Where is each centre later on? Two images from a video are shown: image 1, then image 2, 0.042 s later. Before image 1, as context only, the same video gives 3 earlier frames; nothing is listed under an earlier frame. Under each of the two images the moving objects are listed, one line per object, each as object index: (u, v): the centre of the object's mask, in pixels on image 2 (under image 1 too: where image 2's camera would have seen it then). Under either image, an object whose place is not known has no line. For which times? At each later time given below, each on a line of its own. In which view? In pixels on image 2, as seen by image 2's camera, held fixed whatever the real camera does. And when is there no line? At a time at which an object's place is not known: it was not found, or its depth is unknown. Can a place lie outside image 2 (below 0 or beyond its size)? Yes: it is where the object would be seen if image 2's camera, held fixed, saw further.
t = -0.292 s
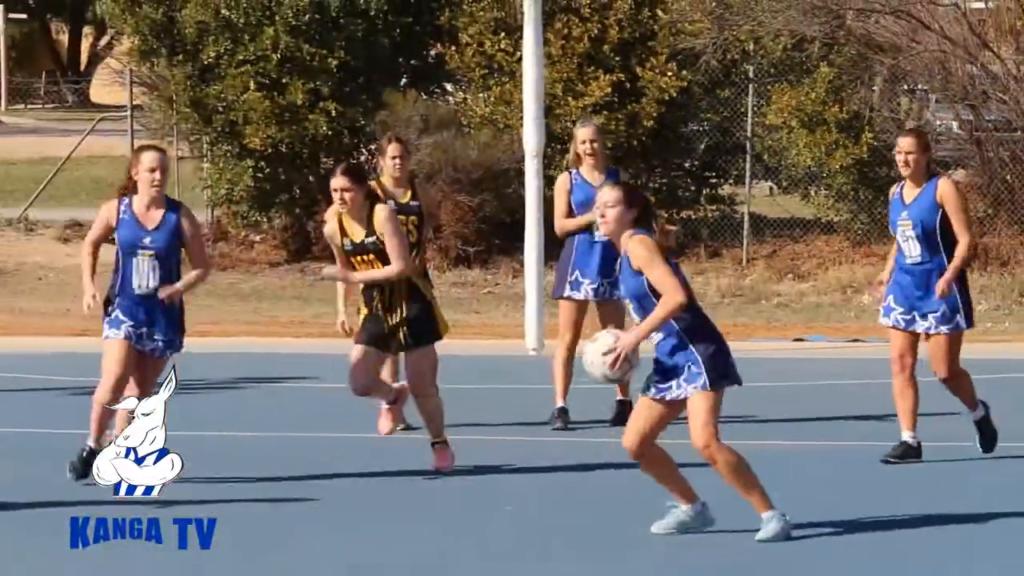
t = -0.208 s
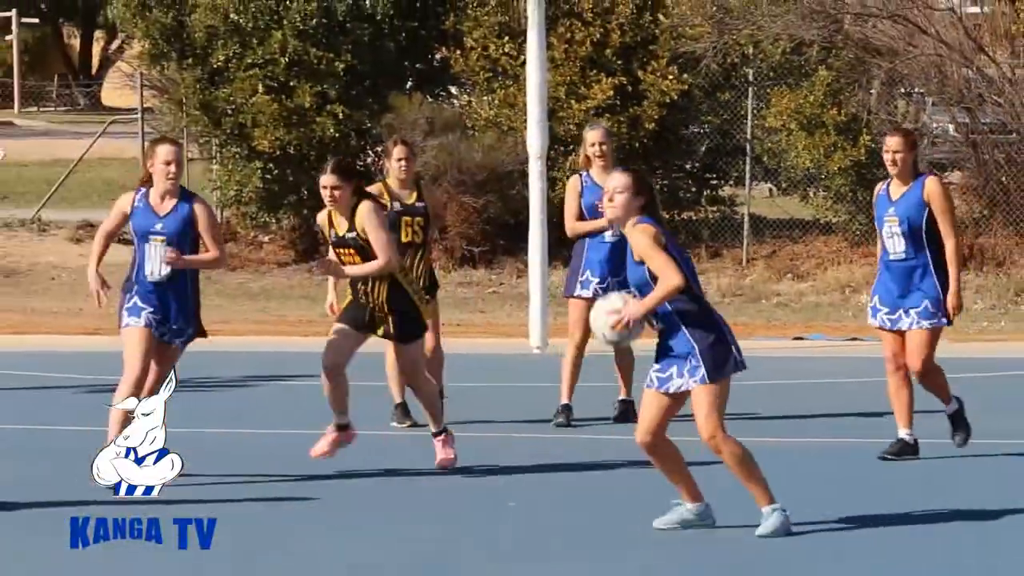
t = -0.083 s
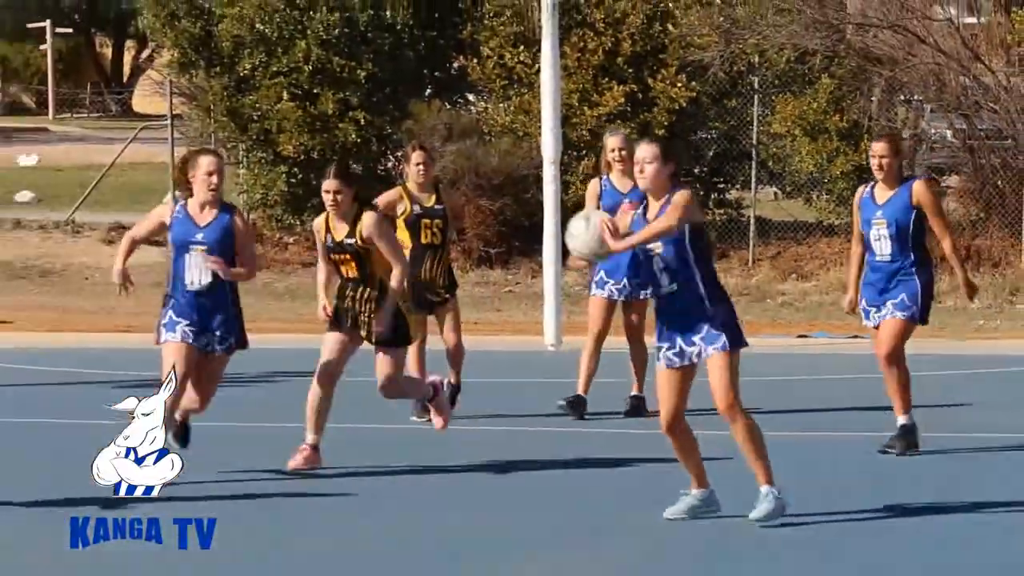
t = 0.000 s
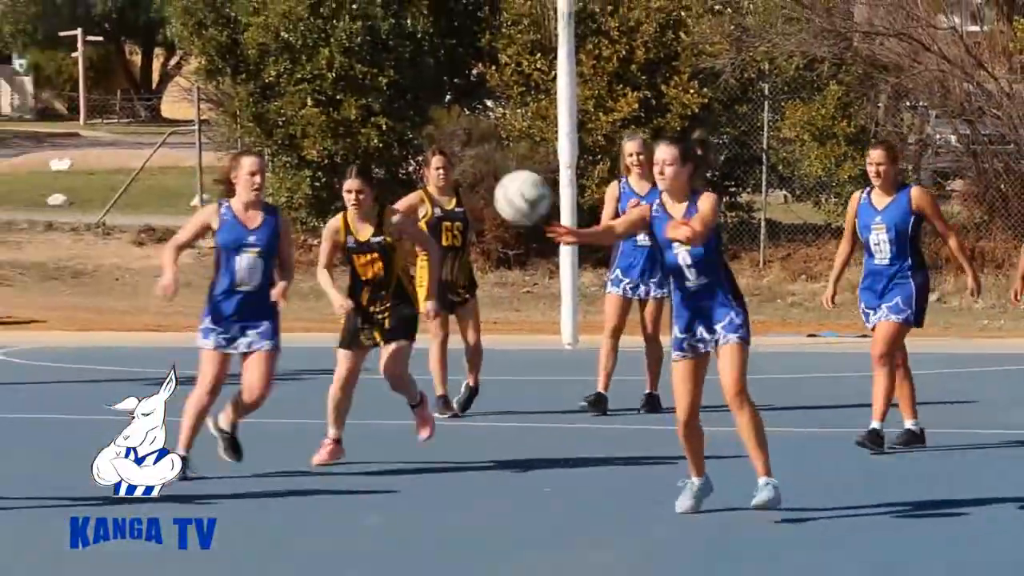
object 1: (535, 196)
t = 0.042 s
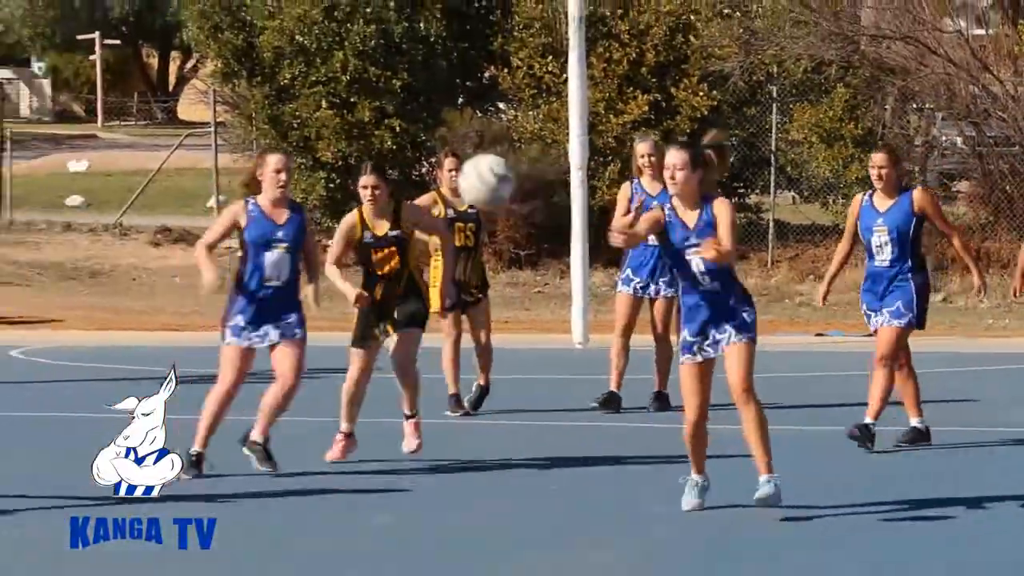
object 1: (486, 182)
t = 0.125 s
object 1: (378, 158)
